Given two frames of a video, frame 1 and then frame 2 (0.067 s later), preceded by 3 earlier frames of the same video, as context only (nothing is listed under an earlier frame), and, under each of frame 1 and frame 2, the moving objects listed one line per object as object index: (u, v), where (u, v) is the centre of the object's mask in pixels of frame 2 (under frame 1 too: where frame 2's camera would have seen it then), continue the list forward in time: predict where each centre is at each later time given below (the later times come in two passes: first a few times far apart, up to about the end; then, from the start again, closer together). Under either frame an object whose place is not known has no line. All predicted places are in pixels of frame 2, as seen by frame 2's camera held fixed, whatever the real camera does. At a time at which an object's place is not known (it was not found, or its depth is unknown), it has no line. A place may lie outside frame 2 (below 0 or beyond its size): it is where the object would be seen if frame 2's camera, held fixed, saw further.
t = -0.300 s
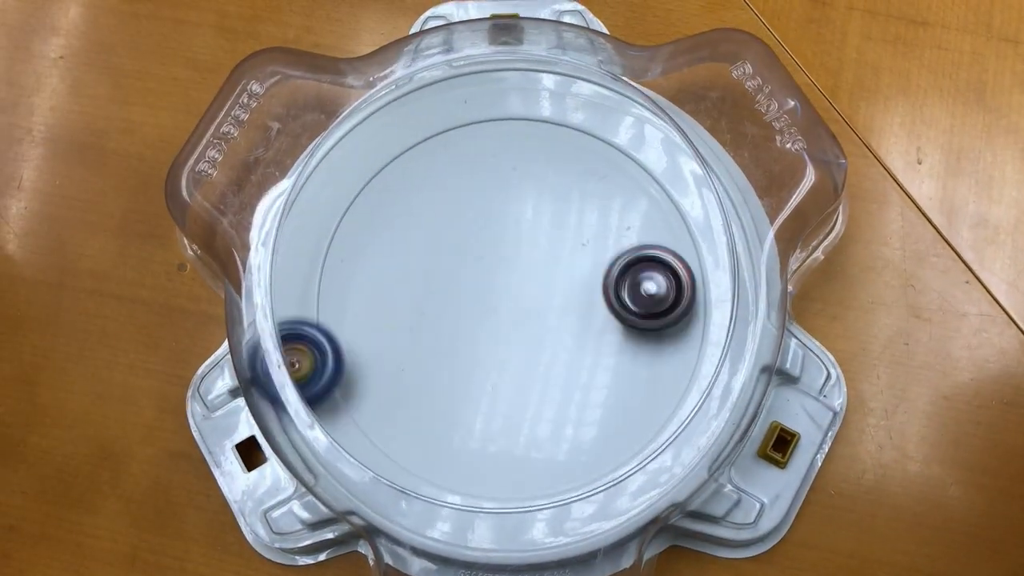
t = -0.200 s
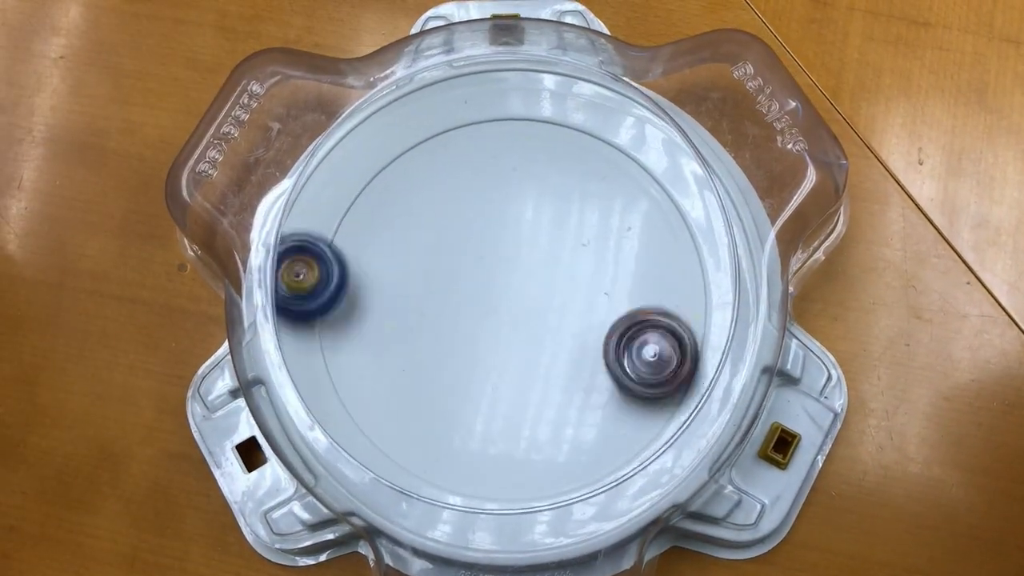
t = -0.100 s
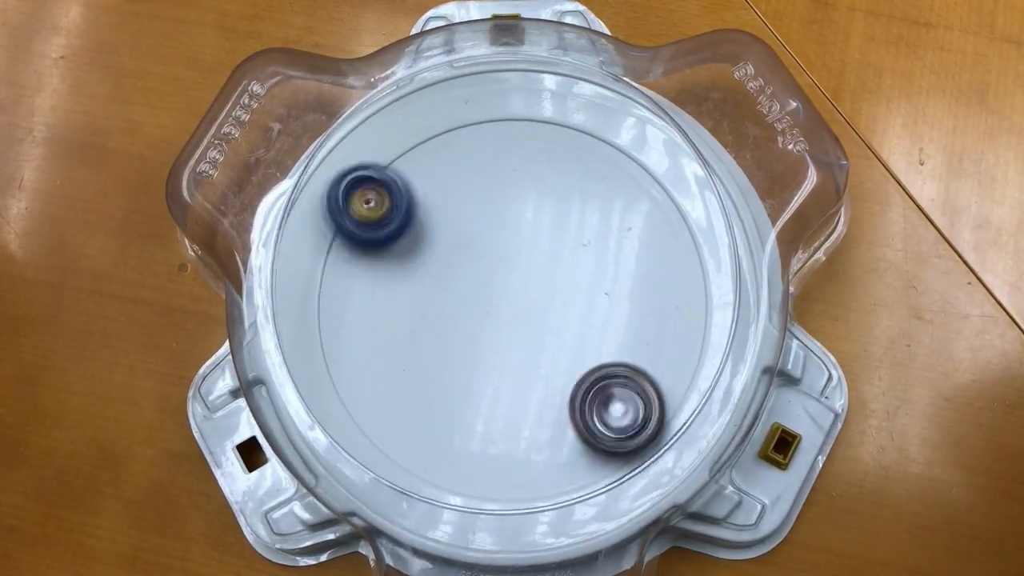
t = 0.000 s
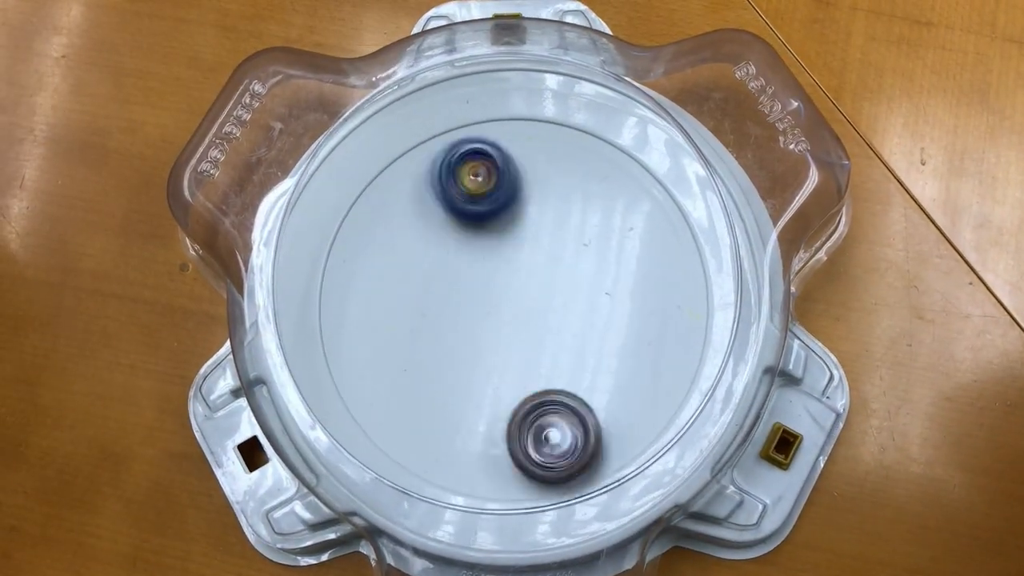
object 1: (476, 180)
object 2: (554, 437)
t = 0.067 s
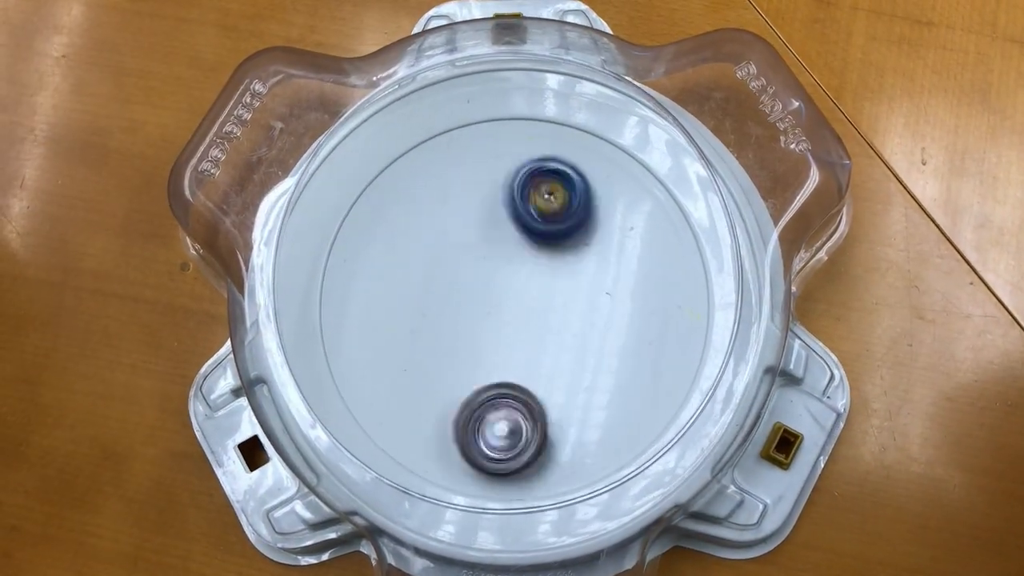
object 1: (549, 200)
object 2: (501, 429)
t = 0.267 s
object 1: (639, 389)
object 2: (408, 314)
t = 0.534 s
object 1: (397, 431)
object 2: (495, 165)
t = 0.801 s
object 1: (452, 202)
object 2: (612, 233)
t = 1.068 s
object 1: (667, 291)
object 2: (515, 371)
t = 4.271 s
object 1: (415, 317)
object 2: (535, 307)
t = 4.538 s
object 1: (465, 182)
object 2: (536, 335)
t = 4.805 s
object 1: (587, 261)
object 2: (497, 319)
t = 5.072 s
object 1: (509, 391)
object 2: (452, 272)
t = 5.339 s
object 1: (395, 327)
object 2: (466, 257)
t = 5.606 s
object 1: (437, 218)
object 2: (548, 274)
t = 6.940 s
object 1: (352, 201)
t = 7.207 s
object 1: (406, 217)
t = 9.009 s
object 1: (518, 262)
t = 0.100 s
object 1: (582, 221)
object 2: (481, 420)
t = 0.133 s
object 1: (609, 248)
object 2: (458, 405)
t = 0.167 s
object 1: (630, 281)
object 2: (438, 385)
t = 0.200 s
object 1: (640, 315)
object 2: (424, 361)
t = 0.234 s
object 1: (643, 351)
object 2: (414, 340)
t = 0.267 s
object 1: (639, 389)
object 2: (408, 314)
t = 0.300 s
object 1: (626, 421)
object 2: (406, 287)
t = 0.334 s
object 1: (604, 453)
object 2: (411, 264)
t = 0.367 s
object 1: (574, 477)
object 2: (418, 242)
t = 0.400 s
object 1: (539, 488)
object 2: (429, 219)
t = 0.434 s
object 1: (499, 484)
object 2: (443, 202)
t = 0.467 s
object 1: (460, 472)
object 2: (459, 188)
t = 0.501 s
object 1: (428, 453)
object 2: (476, 174)
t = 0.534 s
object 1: (397, 431)
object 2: (495, 165)
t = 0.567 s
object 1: (375, 405)
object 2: (513, 161)
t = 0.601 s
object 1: (364, 373)
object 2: (533, 159)
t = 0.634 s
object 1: (360, 339)
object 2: (550, 159)
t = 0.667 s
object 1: (365, 303)
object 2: (568, 167)
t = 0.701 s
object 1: (378, 272)
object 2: (584, 181)
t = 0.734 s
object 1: (397, 244)
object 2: (596, 195)
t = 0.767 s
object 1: (423, 221)
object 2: (606, 211)
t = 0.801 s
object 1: (452, 202)
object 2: (612, 233)
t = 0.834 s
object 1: (484, 191)
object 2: (612, 253)
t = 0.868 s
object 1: (518, 185)
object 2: (609, 275)
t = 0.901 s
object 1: (552, 186)
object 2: (602, 297)
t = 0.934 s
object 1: (583, 195)
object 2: (590, 317)
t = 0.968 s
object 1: (612, 210)
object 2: (575, 336)
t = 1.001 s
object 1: (637, 233)
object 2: (559, 351)
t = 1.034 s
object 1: (655, 258)
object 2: (537, 362)
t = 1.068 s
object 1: (667, 291)
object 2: (515, 371)
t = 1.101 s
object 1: (671, 320)
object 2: (494, 376)
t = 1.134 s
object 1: (667, 352)
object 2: (468, 375)
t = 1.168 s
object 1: (656, 381)
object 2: (446, 371)
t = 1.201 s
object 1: (637, 408)
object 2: (427, 364)
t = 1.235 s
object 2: (408, 352)
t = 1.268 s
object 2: (395, 338)
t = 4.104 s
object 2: (502, 285)
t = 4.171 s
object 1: (449, 369)
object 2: (518, 291)
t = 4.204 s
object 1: (435, 352)
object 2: (526, 297)
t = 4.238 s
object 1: (424, 335)
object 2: (532, 301)
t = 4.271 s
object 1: (415, 317)
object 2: (535, 307)
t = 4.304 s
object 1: (410, 297)
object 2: (540, 312)
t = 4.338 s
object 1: (409, 278)
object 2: (543, 316)
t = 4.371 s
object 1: (409, 258)
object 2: (544, 322)
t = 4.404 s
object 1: (415, 239)
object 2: (545, 326)
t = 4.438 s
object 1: (423, 222)
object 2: (544, 329)
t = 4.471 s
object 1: (435, 206)
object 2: (541, 333)
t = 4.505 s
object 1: (448, 193)
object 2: (539, 335)
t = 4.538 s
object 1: (465, 182)
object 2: (536, 335)
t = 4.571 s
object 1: (484, 176)
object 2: (530, 337)
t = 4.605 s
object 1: (504, 174)
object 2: (526, 337)
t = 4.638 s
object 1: (526, 178)
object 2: (521, 335)
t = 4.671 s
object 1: (542, 186)
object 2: (515, 333)
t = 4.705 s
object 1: (561, 200)
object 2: (511, 331)
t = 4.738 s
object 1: (574, 218)
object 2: (507, 328)
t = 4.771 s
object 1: (582, 236)
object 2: (501, 323)
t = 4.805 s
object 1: (587, 261)
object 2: (497, 319)
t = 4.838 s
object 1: (585, 285)
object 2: (493, 314)
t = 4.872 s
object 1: (583, 315)
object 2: (480, 306)
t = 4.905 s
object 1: (576, 333)
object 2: (472, 303)
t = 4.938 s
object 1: (568, 351)
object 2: (464, 296)
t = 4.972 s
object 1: (556, 365)
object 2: (459, 290)
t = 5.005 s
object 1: (542, 376)
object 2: (456, 284)
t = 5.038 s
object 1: (524, 386)
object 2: (454, 278)
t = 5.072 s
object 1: (509, 391)
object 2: (452, 272)
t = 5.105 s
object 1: (490, 394)
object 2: (452, 268)
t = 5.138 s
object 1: (470, 393)
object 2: (452, 263)
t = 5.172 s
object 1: (453, 390)
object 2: (453, 260)
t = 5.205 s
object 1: (436, 382)
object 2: (455, 257)
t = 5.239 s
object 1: (422, 373)
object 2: (457, 256)
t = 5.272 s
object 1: (410, 359)
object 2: (459, 256)
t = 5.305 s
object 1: (401, 344)
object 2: (462, 256)
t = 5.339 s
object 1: (395, 327)
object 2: (466, 257)
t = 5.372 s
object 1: (393, 311)
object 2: (469, 258)
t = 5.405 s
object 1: (389, 297)
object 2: (478, 256)
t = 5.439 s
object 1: (389, 281)
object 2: (488, 254)
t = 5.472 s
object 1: (395, 265)
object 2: (497, 255)
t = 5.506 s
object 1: (405, 249)
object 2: (505, 257)
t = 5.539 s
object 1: (421, 236)
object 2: (512, 259)
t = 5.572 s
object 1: (432, 227)
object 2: (524, 263)
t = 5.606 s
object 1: (437, 218)
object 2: (548, 274)
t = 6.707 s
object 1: (378, 235)
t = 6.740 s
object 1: (372, 234)
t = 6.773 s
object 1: (369, 232)
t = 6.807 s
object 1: (367, 232)
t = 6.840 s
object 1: (364, 231)
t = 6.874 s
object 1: (352, 218)
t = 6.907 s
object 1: (348, 208)
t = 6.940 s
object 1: (352, 201)
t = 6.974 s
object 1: (357, 196)
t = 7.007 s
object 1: (362, 192)
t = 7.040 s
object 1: (375, 190)
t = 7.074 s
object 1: (389, 195)
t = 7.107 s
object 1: (401, 202)
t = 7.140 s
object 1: (413, 211)
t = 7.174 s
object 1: (417, 218)
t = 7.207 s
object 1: (406, 217)
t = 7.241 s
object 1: (404, 219)
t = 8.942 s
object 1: (534, 277)
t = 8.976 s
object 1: (526, 269)
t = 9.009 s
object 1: (518, 262)
